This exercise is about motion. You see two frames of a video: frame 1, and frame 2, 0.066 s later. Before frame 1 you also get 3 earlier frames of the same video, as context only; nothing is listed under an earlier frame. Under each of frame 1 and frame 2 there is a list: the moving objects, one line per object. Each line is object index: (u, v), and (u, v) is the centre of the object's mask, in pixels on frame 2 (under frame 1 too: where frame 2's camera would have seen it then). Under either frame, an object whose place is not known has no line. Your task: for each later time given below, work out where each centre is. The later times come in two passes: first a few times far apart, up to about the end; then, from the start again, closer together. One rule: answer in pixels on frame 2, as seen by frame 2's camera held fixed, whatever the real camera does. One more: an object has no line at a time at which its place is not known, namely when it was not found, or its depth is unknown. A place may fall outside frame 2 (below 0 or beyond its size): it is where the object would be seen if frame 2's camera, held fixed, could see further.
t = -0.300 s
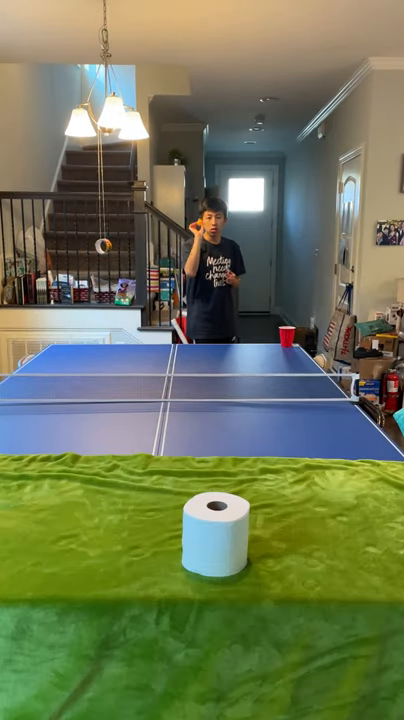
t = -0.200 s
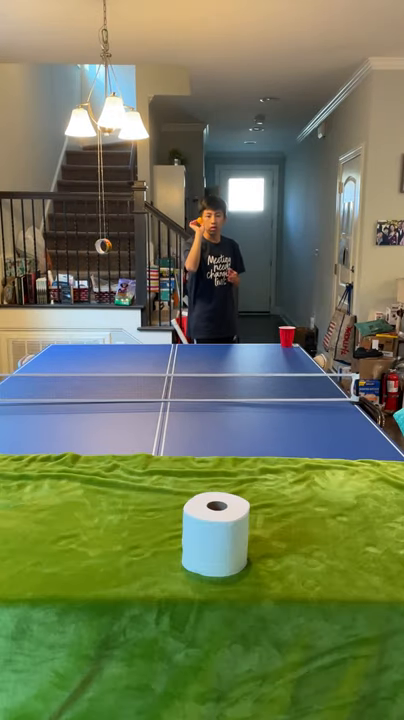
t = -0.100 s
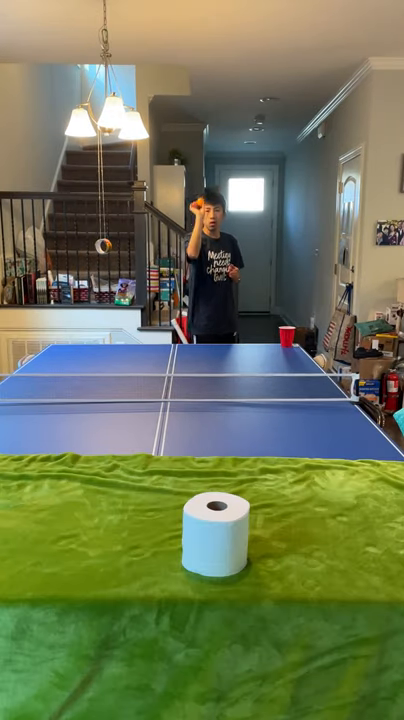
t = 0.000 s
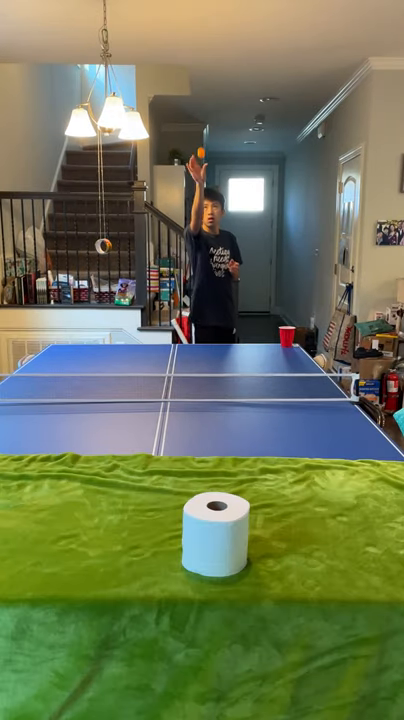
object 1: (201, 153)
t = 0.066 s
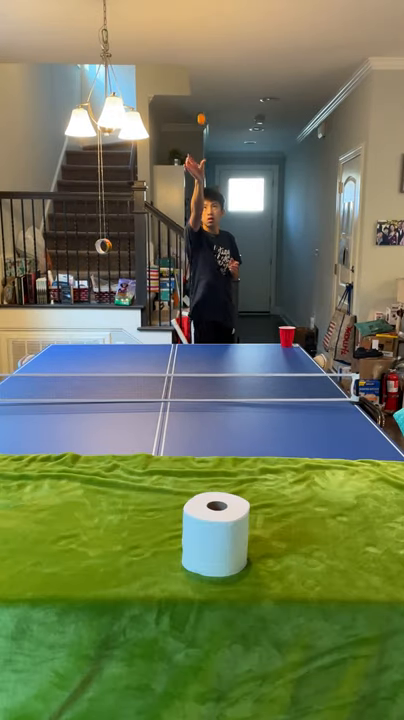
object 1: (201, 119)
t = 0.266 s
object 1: (204, 53)
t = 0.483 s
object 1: (208, 100)
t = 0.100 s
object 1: (201, 104)
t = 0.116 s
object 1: (202, 96)
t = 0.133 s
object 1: (202, 90)
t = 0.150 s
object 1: (202, 84)
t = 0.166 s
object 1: (202, 78)
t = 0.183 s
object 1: (202, 72)
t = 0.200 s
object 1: (203, 67)
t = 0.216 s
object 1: (203, 63)
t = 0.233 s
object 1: (204, 58)
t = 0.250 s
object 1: (204, 55)
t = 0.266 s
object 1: (204, 53)
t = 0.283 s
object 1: (204, 51)
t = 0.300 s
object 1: (205, 50)
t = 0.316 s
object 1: (205, 50)
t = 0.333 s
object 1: (205, 49)
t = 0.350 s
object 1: (205, 51)
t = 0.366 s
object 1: (206, 52)
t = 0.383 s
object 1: (206, 56)
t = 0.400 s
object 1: (207, 60)
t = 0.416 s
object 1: (207, 65)
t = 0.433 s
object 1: (207, 72)
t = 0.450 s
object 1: (208, 80)
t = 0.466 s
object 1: (208, 89)
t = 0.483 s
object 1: (208, 100)
